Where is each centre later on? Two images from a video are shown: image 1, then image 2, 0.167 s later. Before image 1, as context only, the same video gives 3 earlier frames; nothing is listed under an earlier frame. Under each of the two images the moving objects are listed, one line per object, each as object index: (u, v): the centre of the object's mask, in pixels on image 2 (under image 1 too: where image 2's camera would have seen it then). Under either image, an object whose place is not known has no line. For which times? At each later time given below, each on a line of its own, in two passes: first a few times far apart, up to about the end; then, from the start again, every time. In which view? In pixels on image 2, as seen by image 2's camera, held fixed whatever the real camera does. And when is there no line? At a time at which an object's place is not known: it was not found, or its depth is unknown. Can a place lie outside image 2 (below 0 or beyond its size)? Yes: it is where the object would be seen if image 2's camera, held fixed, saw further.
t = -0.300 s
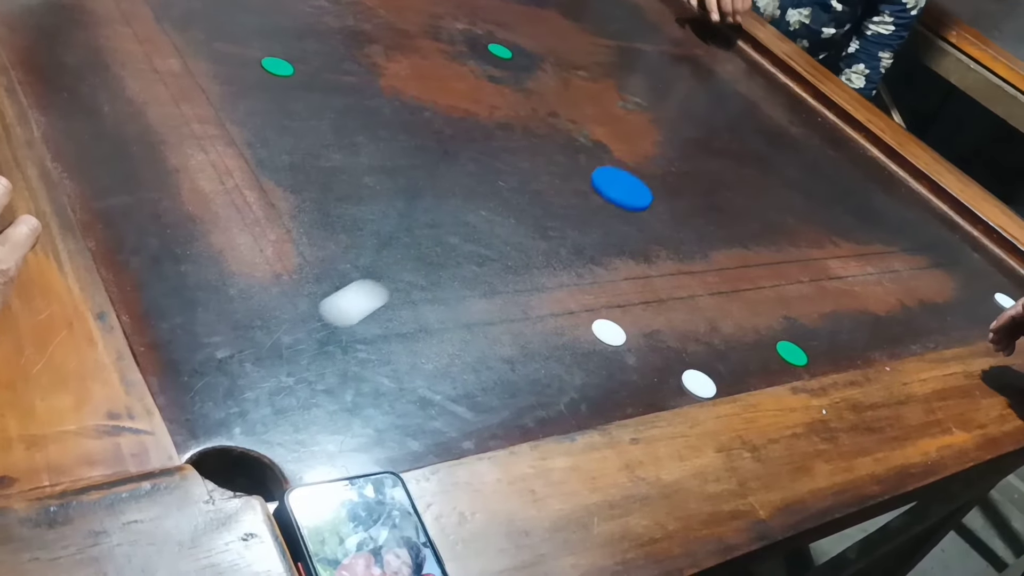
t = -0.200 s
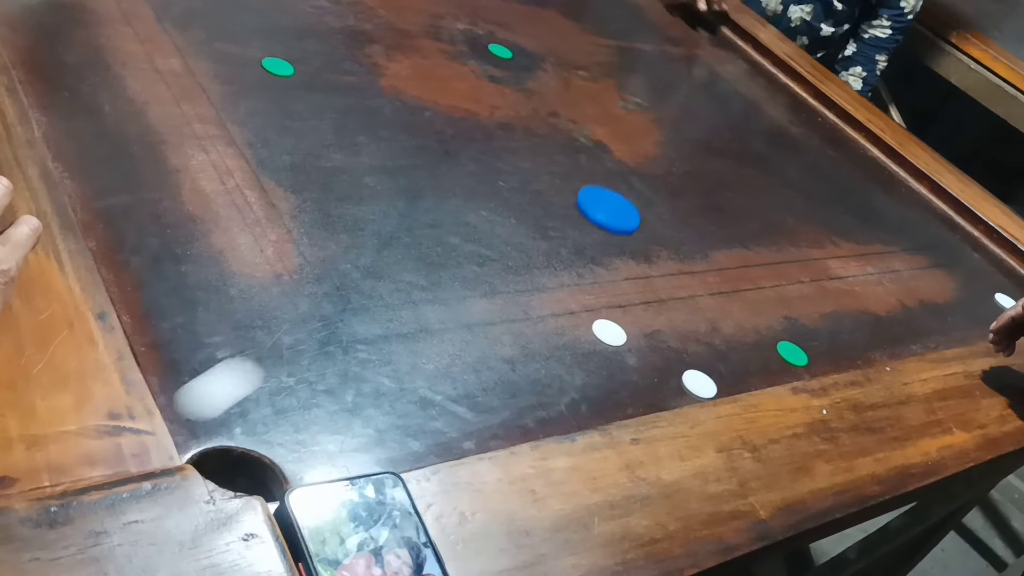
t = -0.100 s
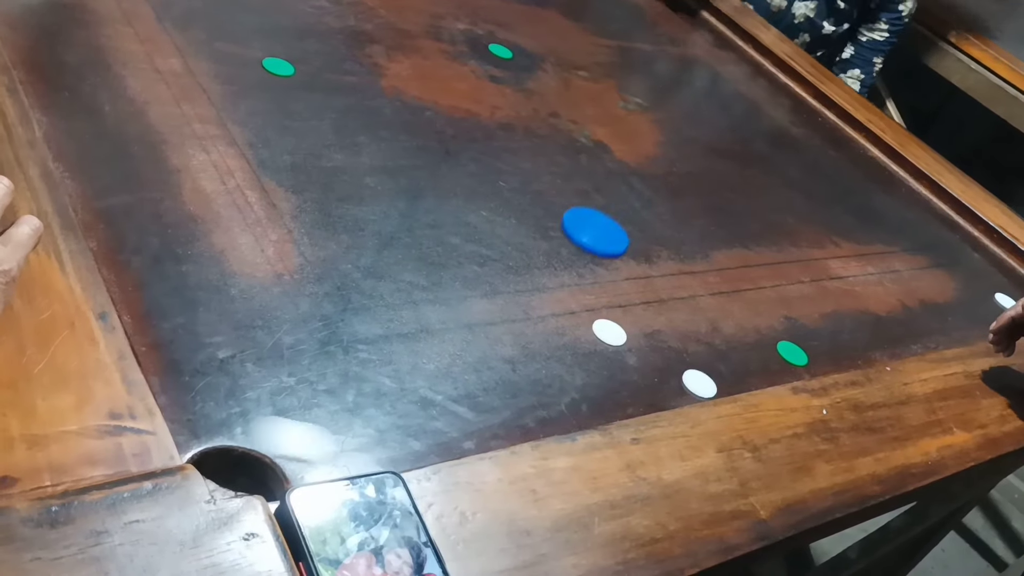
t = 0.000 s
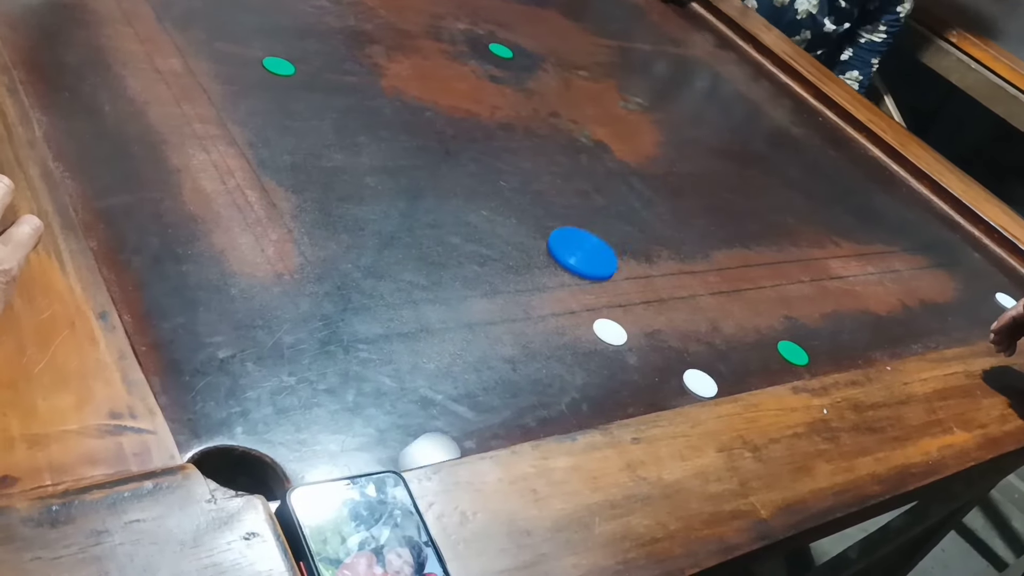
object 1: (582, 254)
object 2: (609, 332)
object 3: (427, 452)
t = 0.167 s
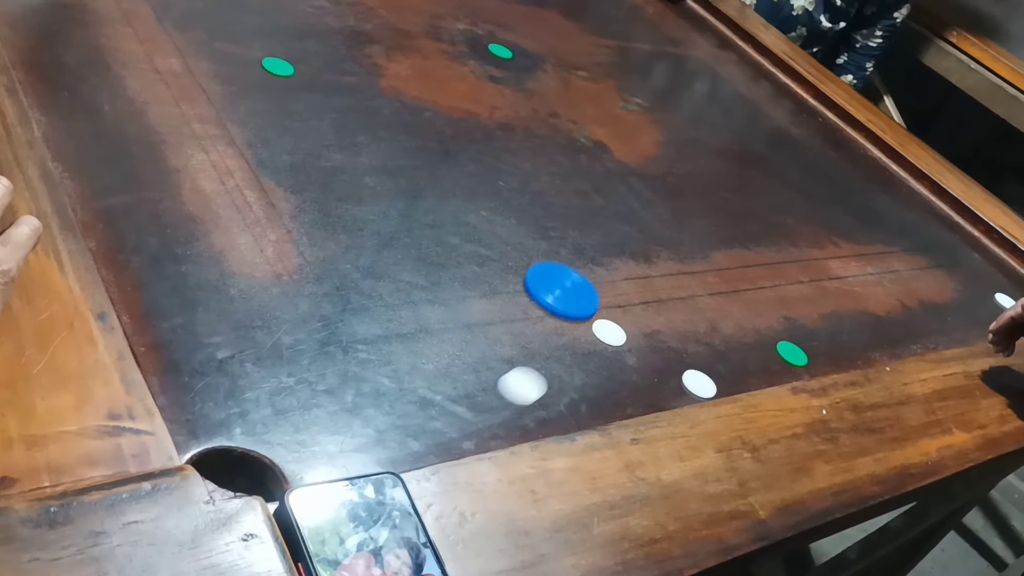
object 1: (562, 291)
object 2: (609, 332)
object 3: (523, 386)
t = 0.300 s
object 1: (549, 314)
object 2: (609, 332)
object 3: (589, 378)
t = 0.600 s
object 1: (541, 321)
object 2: (614, 319)
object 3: (603, 354)
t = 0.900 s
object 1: (541, 321)
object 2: (626, 296)
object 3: (639, 385)
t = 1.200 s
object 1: (541, 322)
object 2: (628, 293)
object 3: (656, 403)
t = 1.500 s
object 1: (541, 321)
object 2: (628, 293)
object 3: (654, 401)
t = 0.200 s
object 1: (559, 298)
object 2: (609, 332)
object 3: (538, 374)
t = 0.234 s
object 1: (555, 305)
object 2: (609, 332)
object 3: (552, 363)
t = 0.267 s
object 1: (552, 311)
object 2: (609, 332)
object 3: (567, 357)
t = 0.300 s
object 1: (549, 314)
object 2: (609, 332)
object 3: (589, 378)
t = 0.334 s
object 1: (546, 317)
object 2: (609, 332)
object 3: (610, 400)
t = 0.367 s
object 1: (544, 320)
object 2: (609, 332)
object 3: (622, 405)
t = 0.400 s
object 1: (542, 321)
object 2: (609, 332)
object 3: (619, 393)
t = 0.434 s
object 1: (542, 322)
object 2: (609, 333)
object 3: (614, 381)
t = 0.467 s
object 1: (541, 322)
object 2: (609, 332)
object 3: (608, 369)
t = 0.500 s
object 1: (541, 322)
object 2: (609, 332)
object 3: (604, 357)
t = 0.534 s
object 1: (541, 322)
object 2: (610, 329)
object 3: (598, 350)
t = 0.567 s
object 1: (541, 322)
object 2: (612, 324)
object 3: (598, 351)
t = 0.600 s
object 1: (541, 321)
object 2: (614, 319)
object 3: (603, 354)
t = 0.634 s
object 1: (541, 322)
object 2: (616, 315)
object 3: (608, 358)
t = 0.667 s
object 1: (541, 322)
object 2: (618, 311)
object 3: (612, 362)
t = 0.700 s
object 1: (541, 322)
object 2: (620, 309)
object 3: (617, 365)
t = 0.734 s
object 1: (541, 321)
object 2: (621, 306)
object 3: (621, 368)
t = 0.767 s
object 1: (541, 321)
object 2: (623, 303)
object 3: (624, 372)
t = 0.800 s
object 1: (541, 322)
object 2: (624, 301)
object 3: (628, 376)
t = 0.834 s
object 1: (541, 322)
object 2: (625, 300)
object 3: (632, 379)
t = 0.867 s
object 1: (541, 321)
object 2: (625, 298)
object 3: (635, 382)
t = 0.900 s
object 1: (541, 321)
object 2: (626, 296)
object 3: (639, 385)
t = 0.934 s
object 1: (541, 321)
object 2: (627, 296)
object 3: (642, 389)
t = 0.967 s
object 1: (541, 322)
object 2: (627, 295)
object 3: (646, 392)
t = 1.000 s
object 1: (541, 322)
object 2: (628, 294)
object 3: (648, 395)
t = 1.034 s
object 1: (541, 321)
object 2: (628, 293)
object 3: (651, 398)
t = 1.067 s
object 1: (542, 321)
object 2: (628, 293)
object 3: (654, 400)
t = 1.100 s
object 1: (541, 322)
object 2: (627, 293)
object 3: (655, 402)
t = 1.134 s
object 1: (541, 322)
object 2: (627, 293)
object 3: (656, 403)
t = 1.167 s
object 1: (541, 322)
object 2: (628, 293)
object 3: (657, 404)
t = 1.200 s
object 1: (541, 322)
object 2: (628, 293)
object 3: (656, 403)
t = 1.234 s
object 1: (541, 322)
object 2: (627, 293)
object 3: (655, 403)
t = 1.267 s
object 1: (541, 321)
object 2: (628, 293)
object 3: (655, 402)
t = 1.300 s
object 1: (541, 321)
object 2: (628, 293)
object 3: (655, 402)
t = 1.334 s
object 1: (541, 321)
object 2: (628, 293)
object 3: (655, 401)
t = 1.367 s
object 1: (541, 321)
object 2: (628, 293)
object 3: (654, 401)
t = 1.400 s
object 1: (541, 321)
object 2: (628, 293)
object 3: (654, 401)
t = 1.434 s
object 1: (541, 321)
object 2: (628, 293)
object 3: (654, 401)
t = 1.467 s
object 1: (541, 321)
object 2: (628, 293)
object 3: (654, 401)
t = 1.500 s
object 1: (541, 321)
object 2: (628, 293)
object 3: (654, 401)
